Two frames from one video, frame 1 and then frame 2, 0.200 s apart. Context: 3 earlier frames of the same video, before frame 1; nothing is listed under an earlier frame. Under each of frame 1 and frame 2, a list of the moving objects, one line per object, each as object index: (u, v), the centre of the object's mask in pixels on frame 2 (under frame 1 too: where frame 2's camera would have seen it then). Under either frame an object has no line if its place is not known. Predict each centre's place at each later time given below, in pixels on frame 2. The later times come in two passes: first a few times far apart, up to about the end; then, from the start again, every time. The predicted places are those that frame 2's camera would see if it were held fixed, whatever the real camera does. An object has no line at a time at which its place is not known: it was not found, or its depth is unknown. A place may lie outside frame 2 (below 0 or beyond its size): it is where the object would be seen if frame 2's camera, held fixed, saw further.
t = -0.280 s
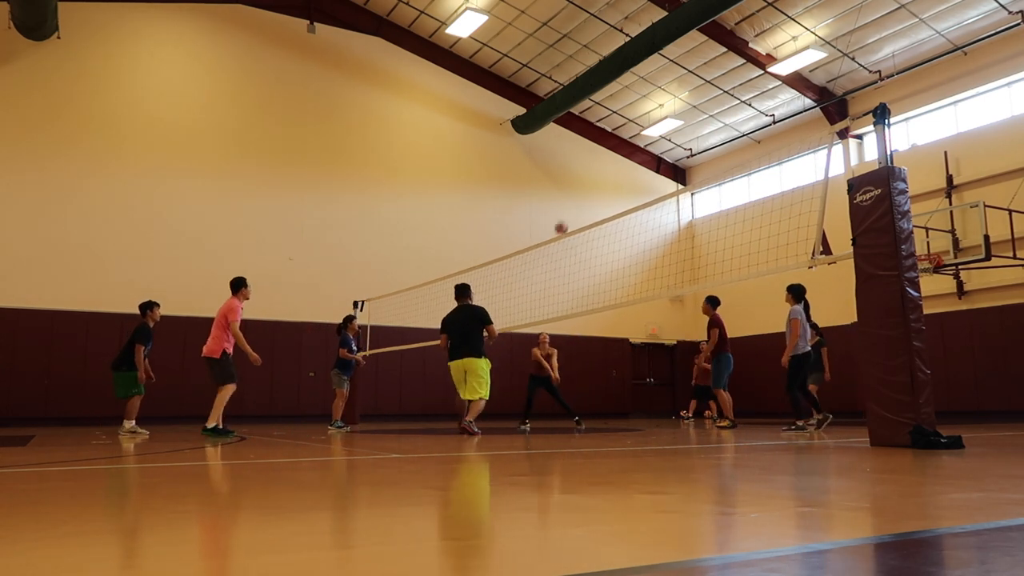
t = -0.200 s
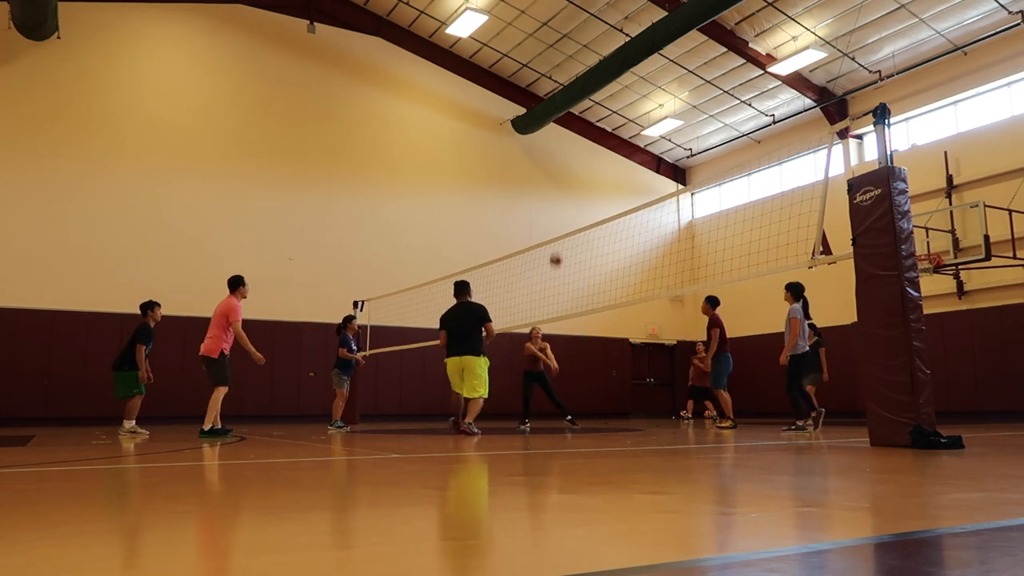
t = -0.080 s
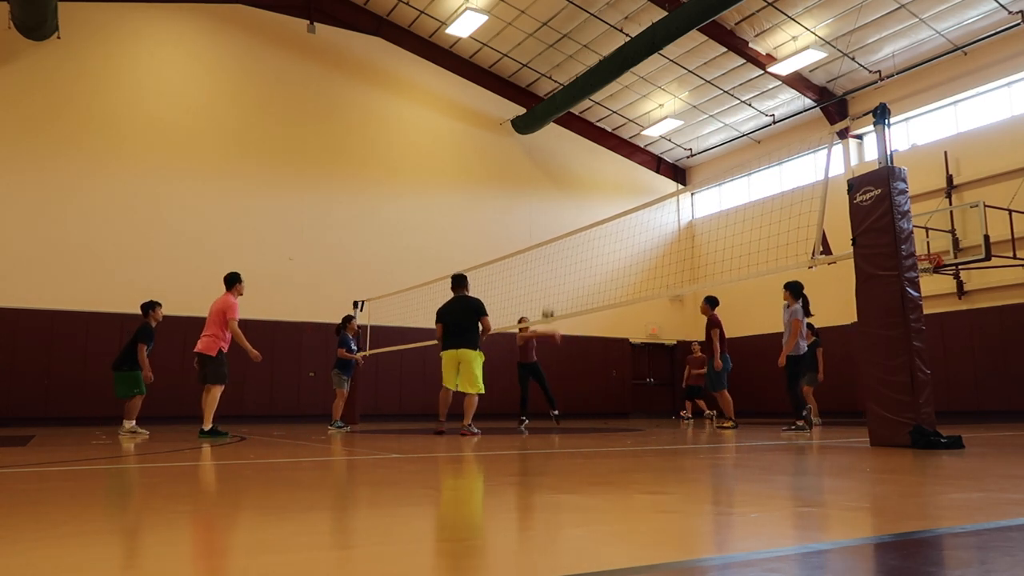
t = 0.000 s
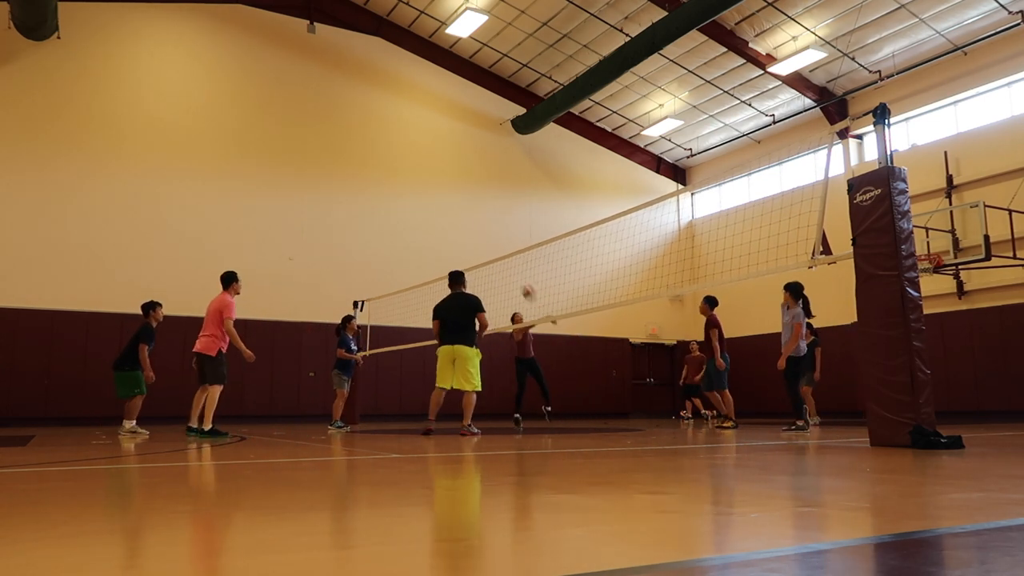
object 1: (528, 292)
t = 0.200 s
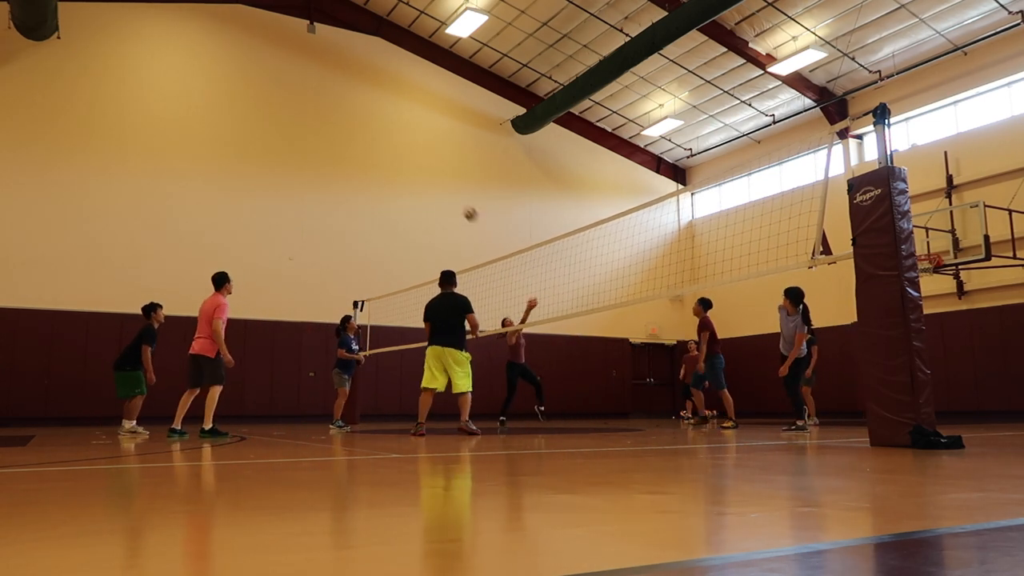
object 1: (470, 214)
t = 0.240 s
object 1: (458, 201)
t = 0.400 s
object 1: (410, 161)
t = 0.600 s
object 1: (350, 134)
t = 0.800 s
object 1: (287, 132)
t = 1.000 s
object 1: (221, 159)
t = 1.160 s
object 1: (164, 203)
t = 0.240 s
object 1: (458, 201)
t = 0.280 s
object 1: (446, 189)
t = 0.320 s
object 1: (434, 179)
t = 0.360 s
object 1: (422, 169)
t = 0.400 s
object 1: (410, 161)
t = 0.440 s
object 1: (399, 154)
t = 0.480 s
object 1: (387, 147)
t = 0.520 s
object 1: (375, 141)
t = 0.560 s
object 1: (362, 137)
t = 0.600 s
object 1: (350, 134)
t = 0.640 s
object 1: (337, 131)
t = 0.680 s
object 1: (325, 131)
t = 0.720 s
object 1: (313, 130)
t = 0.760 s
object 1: (300, 131)
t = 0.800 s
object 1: (287, 132)
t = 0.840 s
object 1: (274, 135)
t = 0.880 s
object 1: (261, 140)
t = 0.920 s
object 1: (247, 145)
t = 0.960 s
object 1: (235, 153)
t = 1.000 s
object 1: (221, 159)
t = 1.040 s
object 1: (207, 168)
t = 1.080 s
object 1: (193, 178)
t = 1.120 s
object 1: (178, 189)
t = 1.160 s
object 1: (164, 203)
